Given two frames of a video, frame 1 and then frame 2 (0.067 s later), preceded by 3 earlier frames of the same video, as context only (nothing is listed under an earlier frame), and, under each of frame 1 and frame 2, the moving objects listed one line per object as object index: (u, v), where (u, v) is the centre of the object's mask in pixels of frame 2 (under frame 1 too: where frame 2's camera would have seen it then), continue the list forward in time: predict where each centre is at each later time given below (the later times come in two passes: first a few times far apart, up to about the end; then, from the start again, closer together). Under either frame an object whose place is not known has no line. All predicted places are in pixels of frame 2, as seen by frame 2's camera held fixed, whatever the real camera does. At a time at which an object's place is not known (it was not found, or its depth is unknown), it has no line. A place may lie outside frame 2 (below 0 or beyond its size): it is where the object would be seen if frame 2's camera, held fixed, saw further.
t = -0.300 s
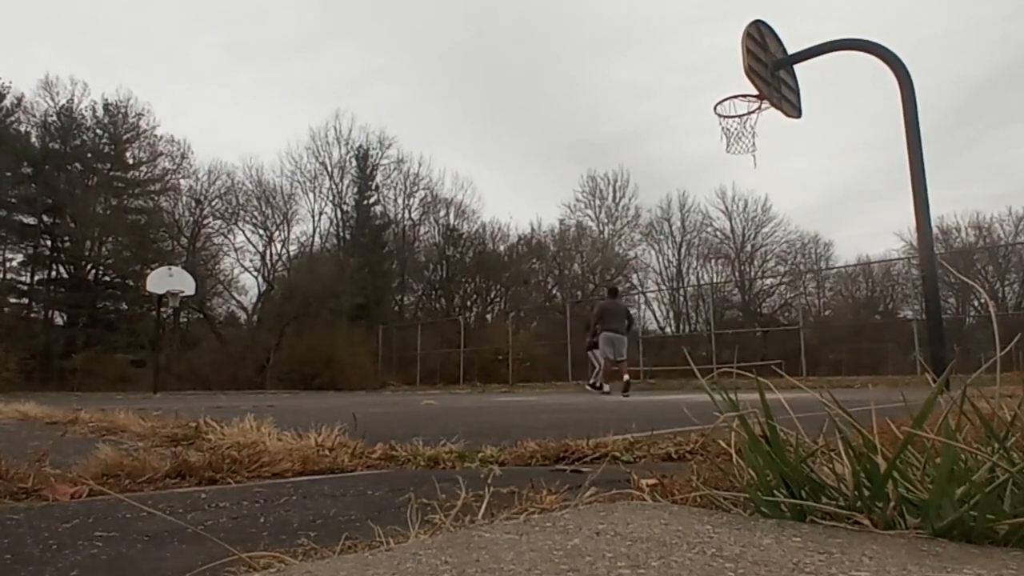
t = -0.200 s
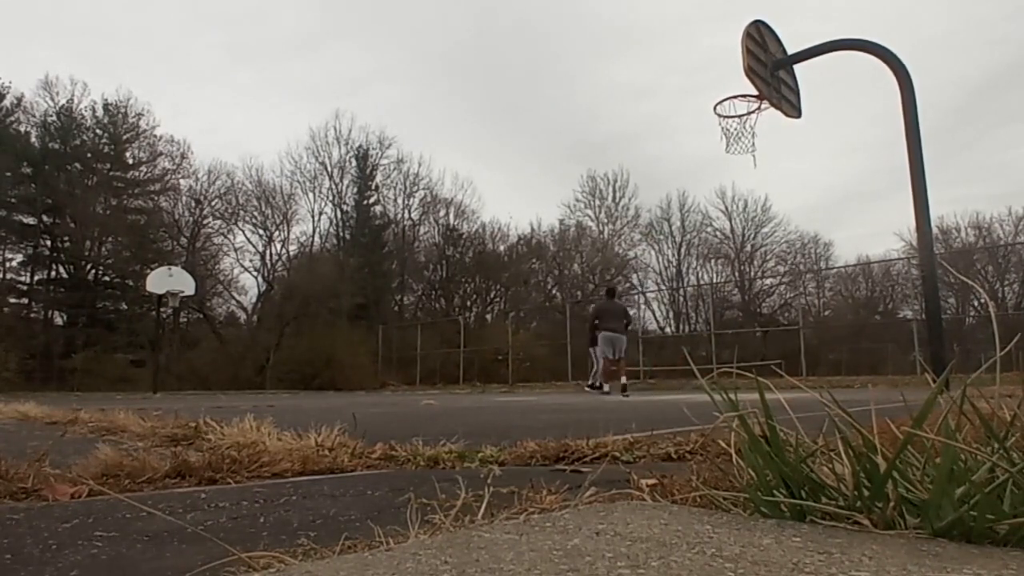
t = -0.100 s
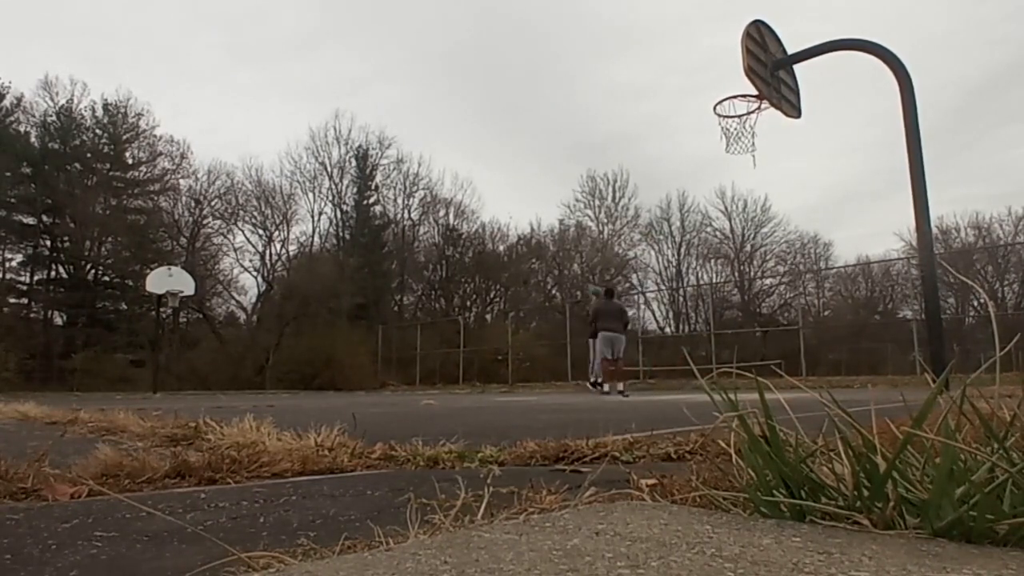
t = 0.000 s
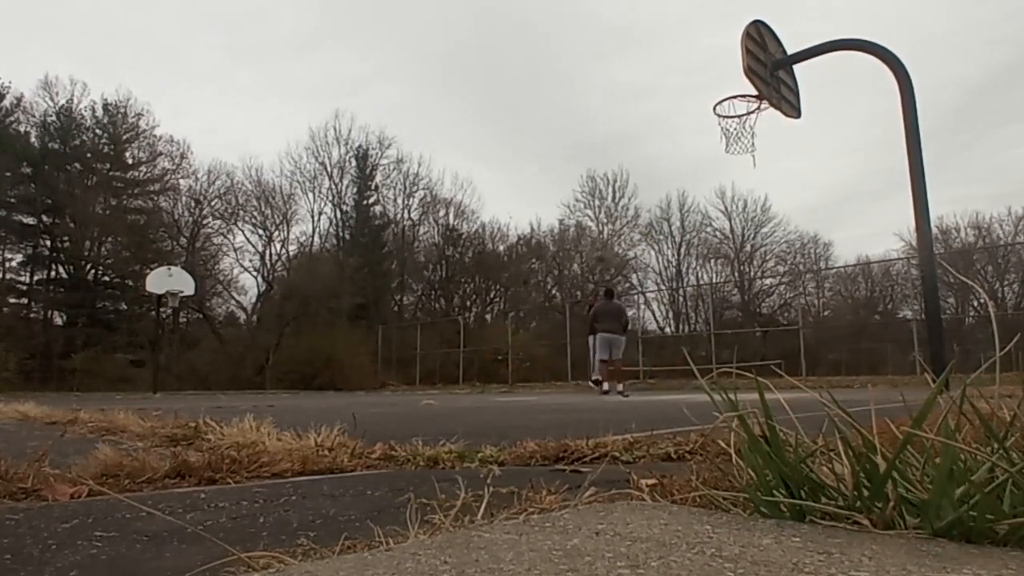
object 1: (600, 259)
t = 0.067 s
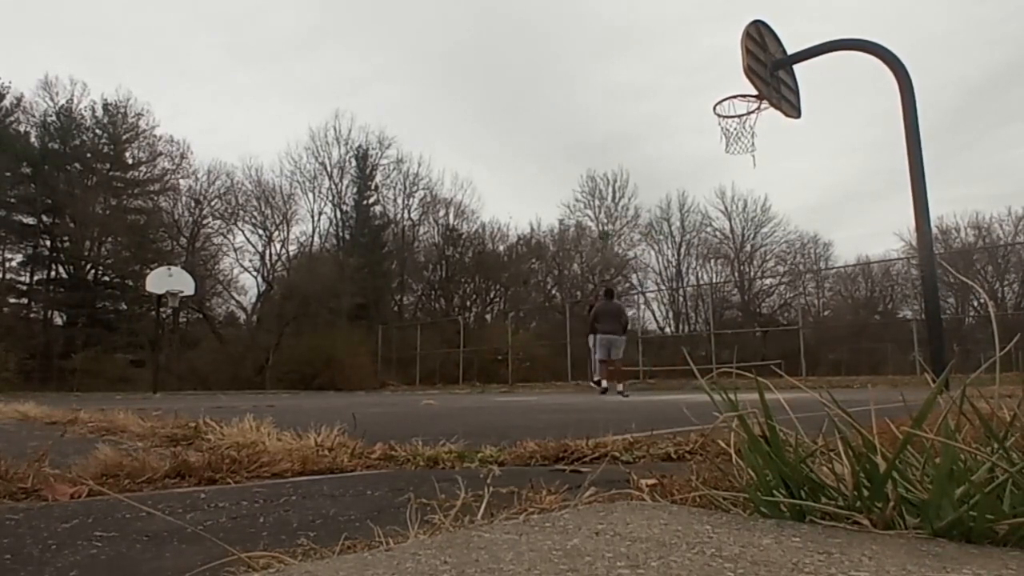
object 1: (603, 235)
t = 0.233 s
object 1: (615, 183)
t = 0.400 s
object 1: (628, 139)
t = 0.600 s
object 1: (648, 100)
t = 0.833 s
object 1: (677, 78)
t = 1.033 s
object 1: (712, 89)
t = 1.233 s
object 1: (754, 120)
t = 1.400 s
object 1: (786, 153)
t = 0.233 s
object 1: (615, 183)
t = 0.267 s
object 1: (618, 173)
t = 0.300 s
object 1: (620, 164)
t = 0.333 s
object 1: (623, 156)
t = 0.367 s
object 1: (626, 147)
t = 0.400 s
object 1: (628, 139)
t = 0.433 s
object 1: (631, 132)
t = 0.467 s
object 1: (634, 125)
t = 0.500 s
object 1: (638, 118)
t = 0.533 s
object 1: (641, 112)
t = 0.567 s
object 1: (644, 106)
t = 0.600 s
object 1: (648, 100)
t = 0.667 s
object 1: (655, 91)
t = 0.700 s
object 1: (659, 87)
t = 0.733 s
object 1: (664, 84)
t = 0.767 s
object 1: (668, 82)
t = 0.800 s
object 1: (672, 80)
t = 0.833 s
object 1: (677, 78)
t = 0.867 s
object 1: (682, 78)
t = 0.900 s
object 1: (687, 78)
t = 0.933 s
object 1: (693, 80)
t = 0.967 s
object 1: (699, 81)
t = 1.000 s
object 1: (706, 84)
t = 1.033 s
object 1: (712, 89)
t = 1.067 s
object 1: (719, 93)
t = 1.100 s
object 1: (727, 101)
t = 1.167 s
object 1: (742, 115)
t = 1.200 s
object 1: (748, 117)
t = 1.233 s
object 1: (754, 120)
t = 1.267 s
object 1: (760, 124)
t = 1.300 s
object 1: (766, 129)
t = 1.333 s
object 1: (772, 136)
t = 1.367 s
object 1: (779, 144)
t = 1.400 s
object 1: (786, 153)
